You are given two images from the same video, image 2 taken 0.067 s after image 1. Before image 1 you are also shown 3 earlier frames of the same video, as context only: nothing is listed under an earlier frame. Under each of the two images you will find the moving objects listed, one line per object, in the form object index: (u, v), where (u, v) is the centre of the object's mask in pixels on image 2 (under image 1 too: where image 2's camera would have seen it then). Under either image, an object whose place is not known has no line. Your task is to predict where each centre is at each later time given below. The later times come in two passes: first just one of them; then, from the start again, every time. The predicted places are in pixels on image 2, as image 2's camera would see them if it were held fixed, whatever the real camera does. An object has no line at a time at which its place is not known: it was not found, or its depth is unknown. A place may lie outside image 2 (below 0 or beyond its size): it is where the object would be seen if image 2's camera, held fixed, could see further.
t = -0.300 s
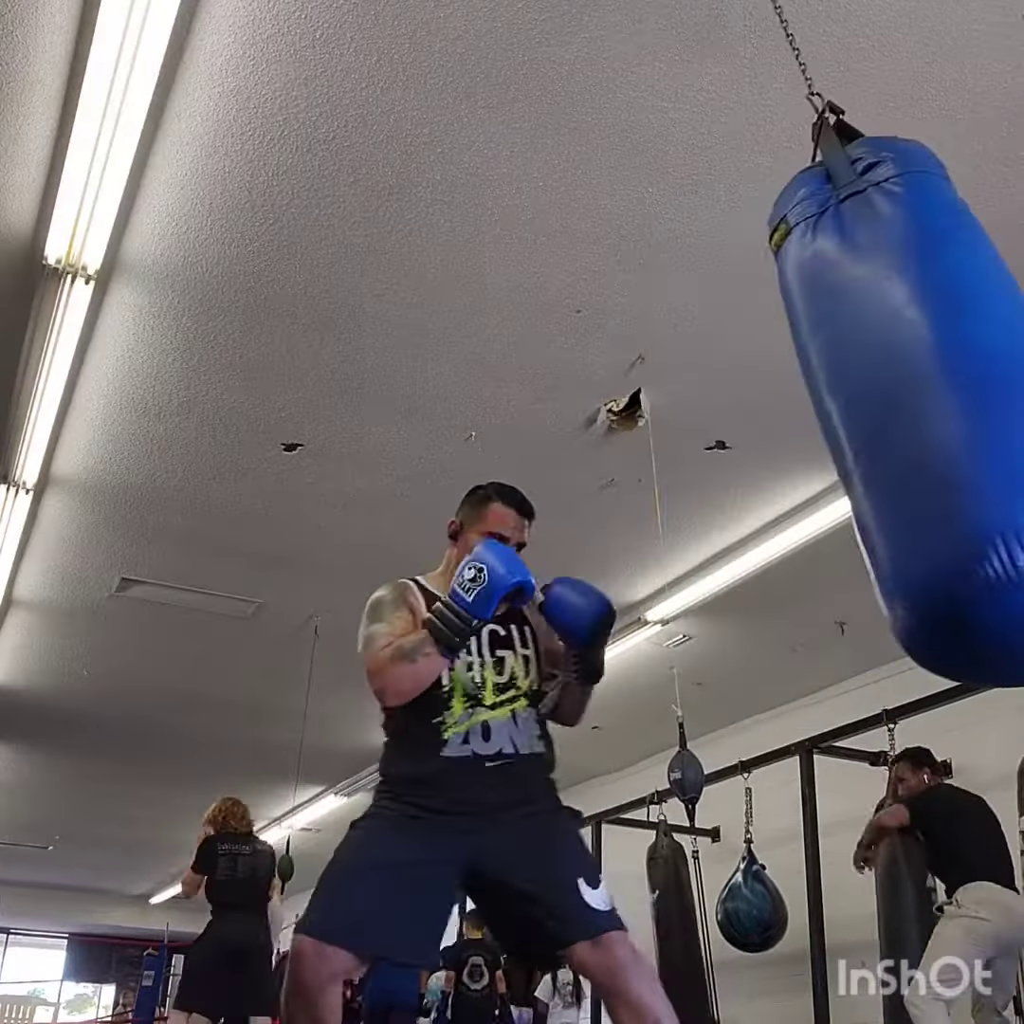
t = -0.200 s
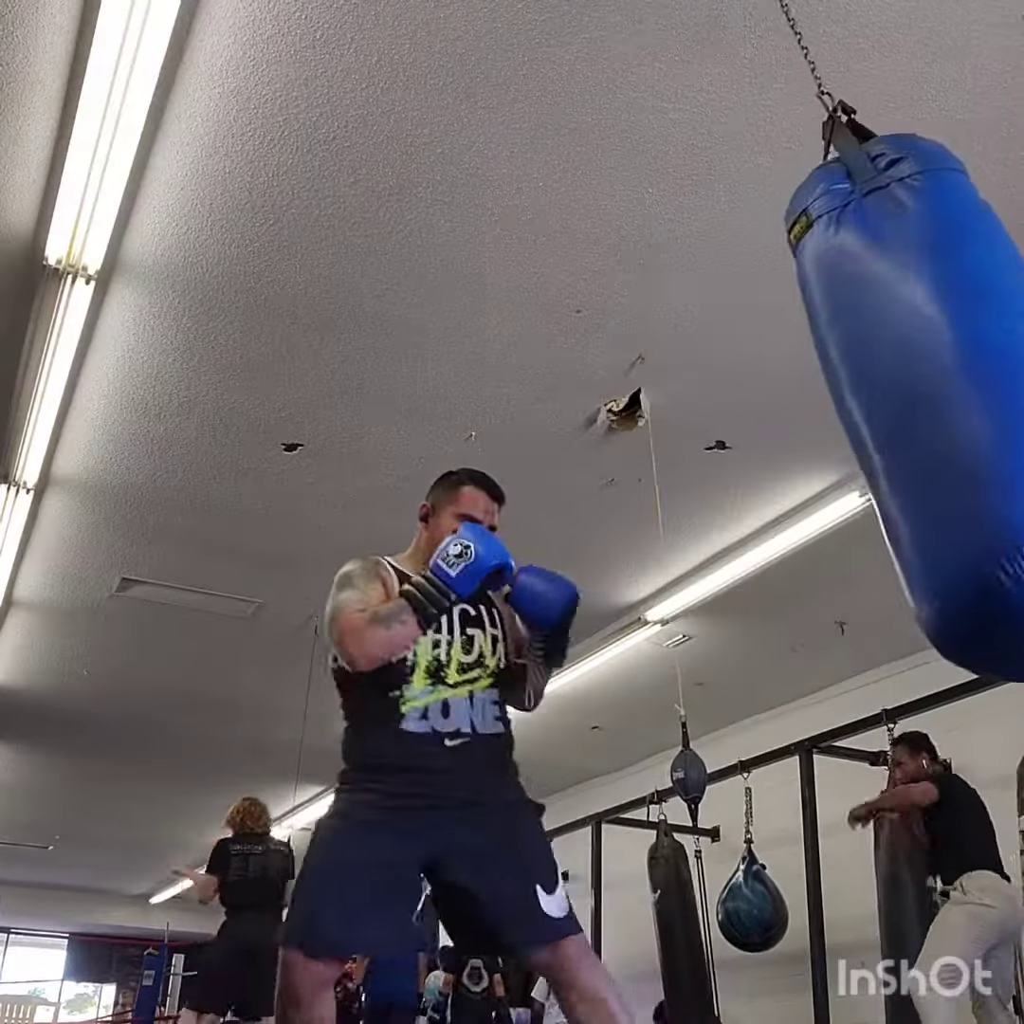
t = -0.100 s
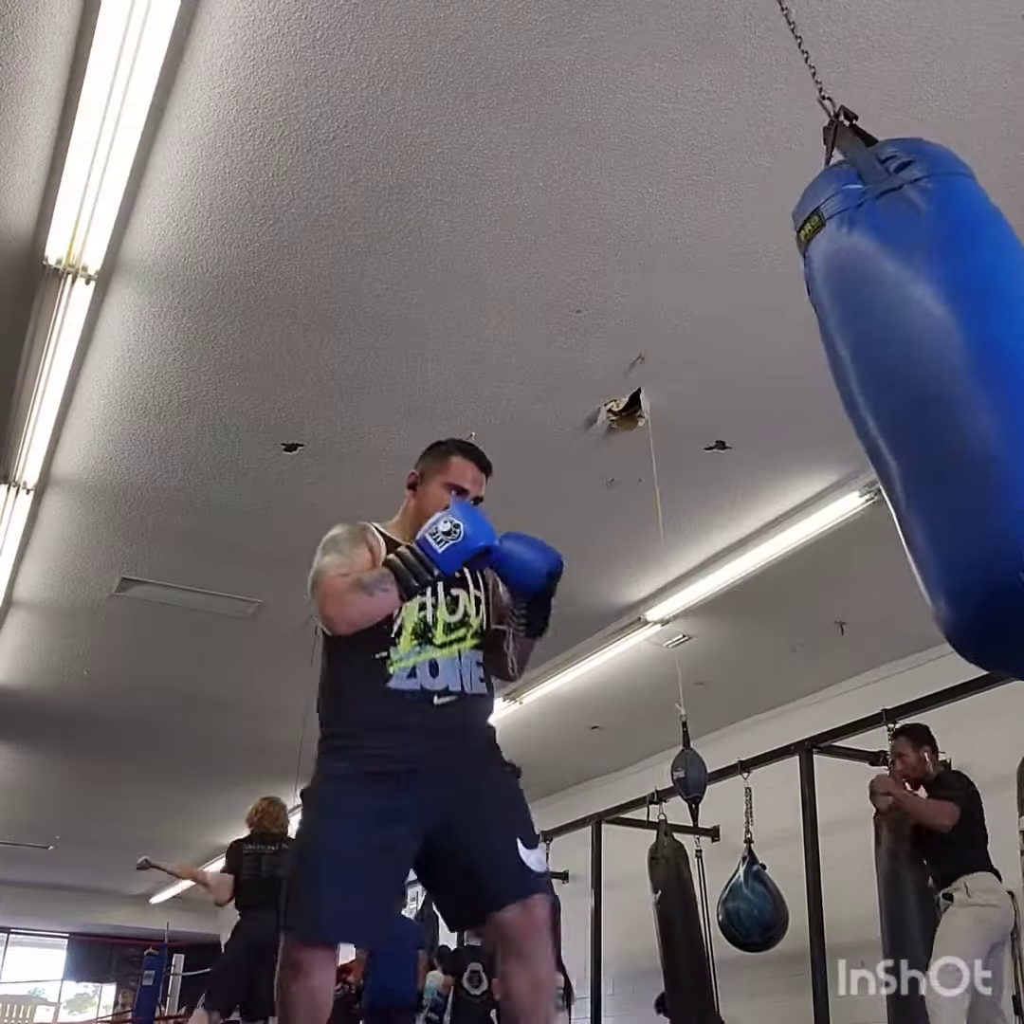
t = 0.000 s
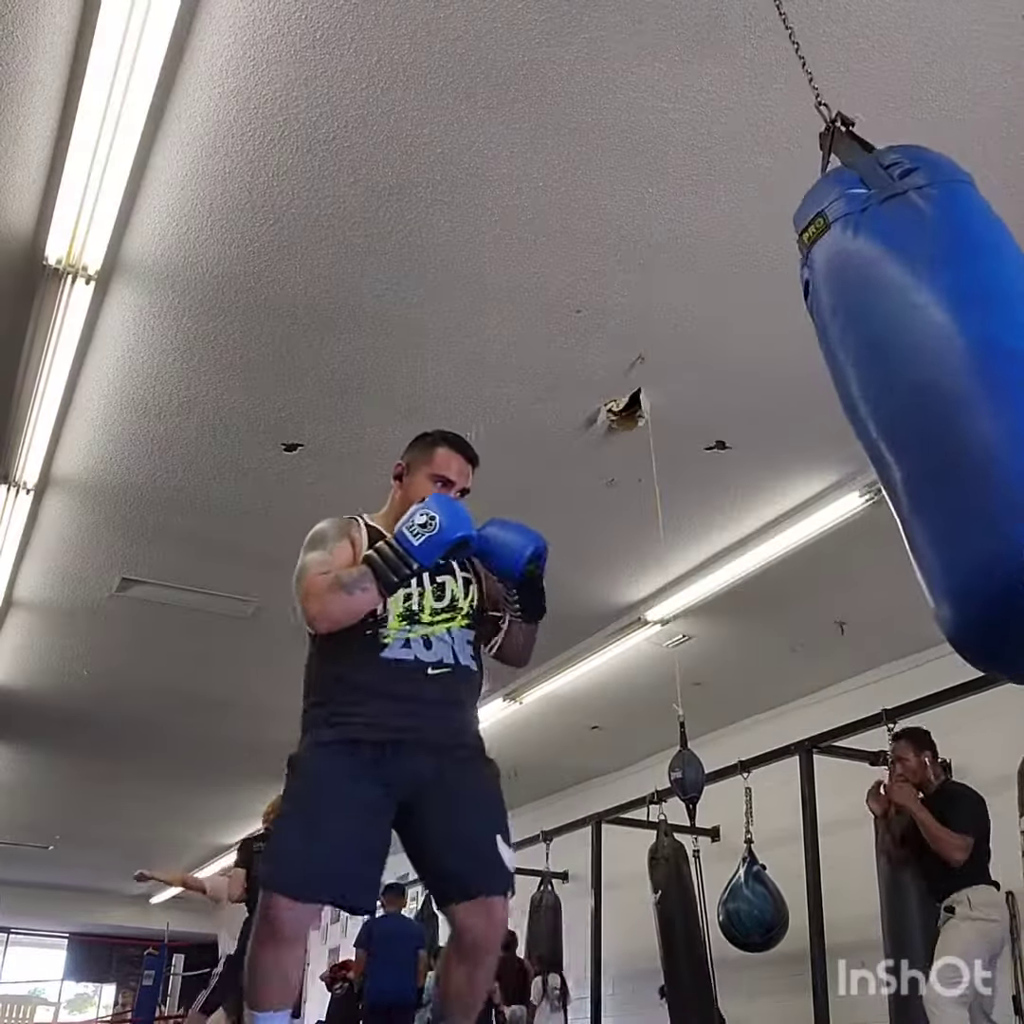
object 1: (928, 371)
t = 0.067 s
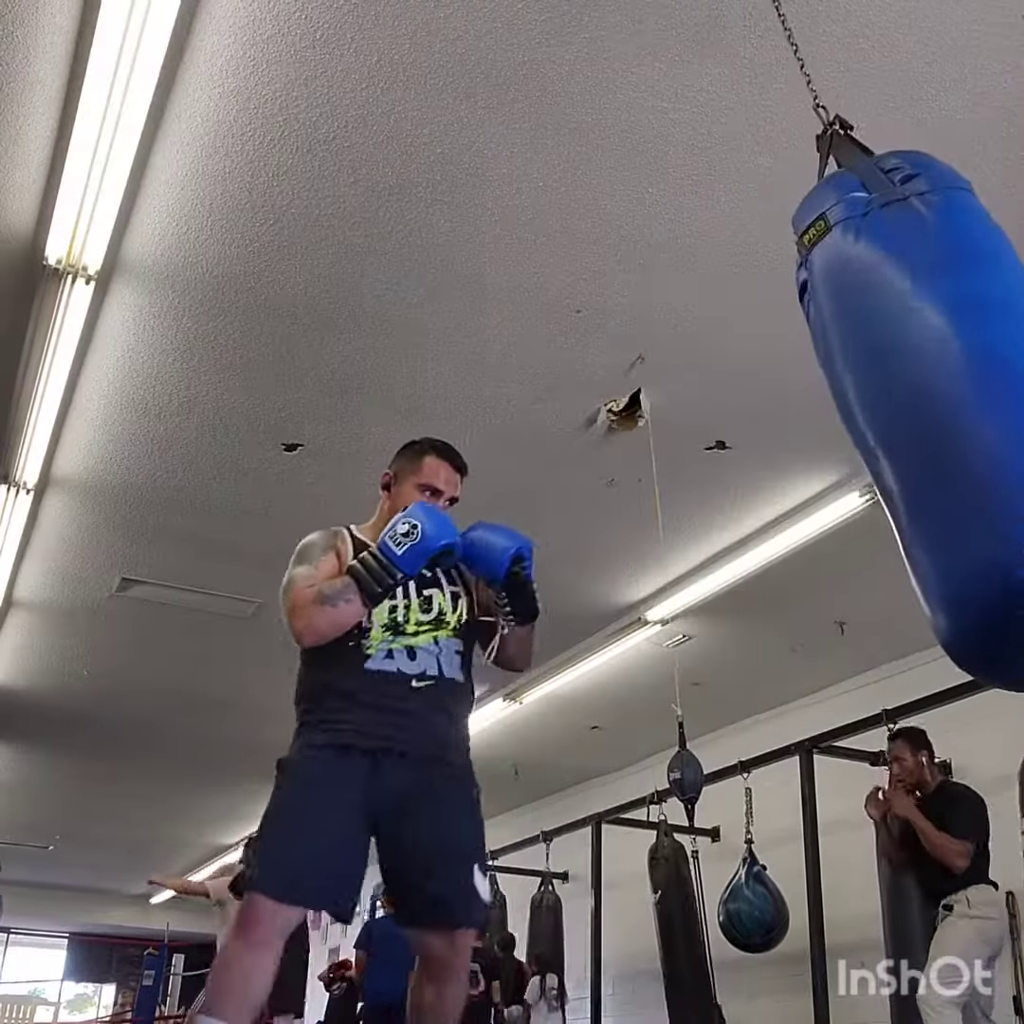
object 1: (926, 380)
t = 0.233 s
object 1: (918, 419)
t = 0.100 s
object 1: (925, 385)
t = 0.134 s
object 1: (923, 393)
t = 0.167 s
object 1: (922, 401)
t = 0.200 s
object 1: (922, 411)
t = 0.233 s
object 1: (918, 419)
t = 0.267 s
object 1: (914, 429)
